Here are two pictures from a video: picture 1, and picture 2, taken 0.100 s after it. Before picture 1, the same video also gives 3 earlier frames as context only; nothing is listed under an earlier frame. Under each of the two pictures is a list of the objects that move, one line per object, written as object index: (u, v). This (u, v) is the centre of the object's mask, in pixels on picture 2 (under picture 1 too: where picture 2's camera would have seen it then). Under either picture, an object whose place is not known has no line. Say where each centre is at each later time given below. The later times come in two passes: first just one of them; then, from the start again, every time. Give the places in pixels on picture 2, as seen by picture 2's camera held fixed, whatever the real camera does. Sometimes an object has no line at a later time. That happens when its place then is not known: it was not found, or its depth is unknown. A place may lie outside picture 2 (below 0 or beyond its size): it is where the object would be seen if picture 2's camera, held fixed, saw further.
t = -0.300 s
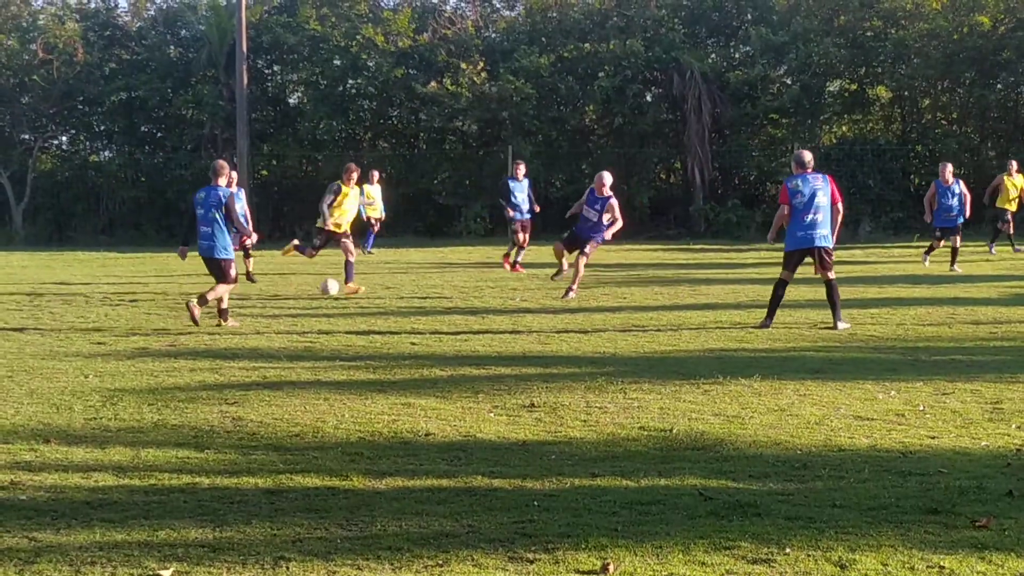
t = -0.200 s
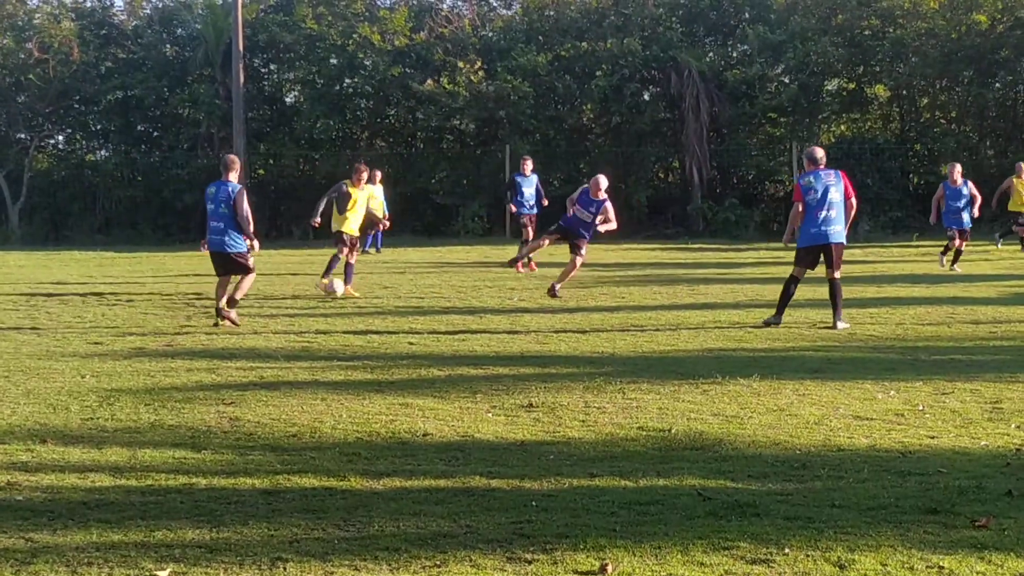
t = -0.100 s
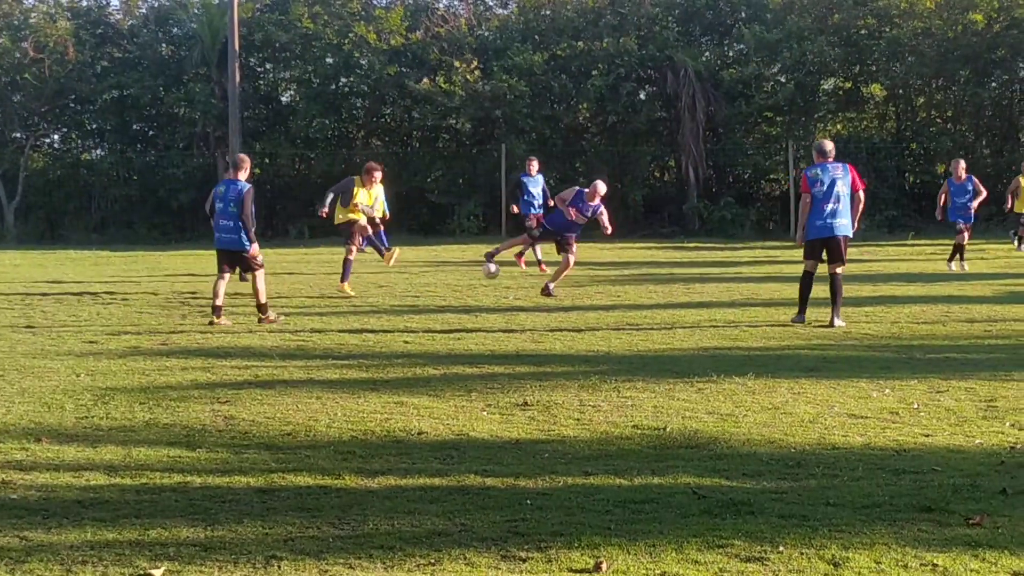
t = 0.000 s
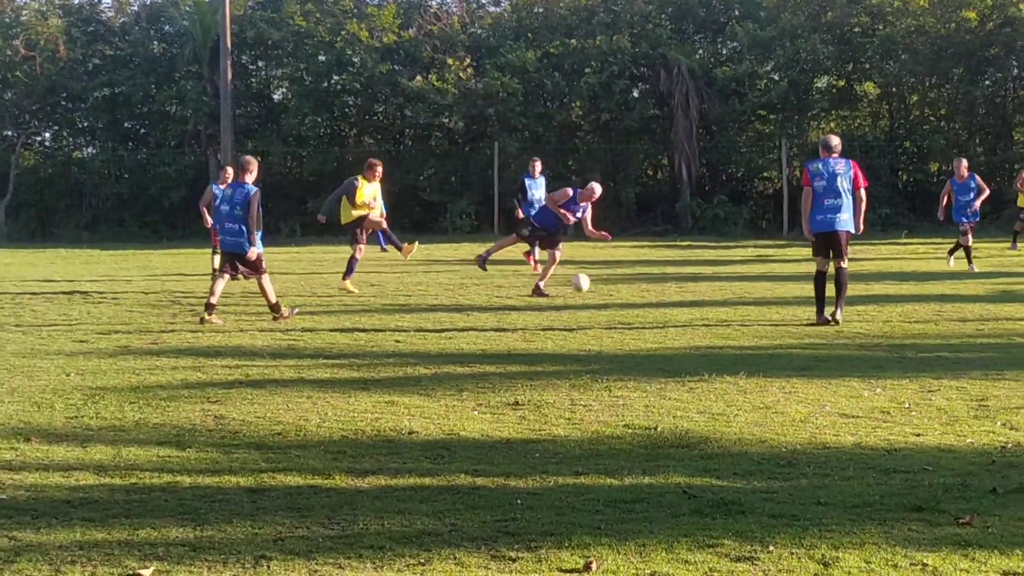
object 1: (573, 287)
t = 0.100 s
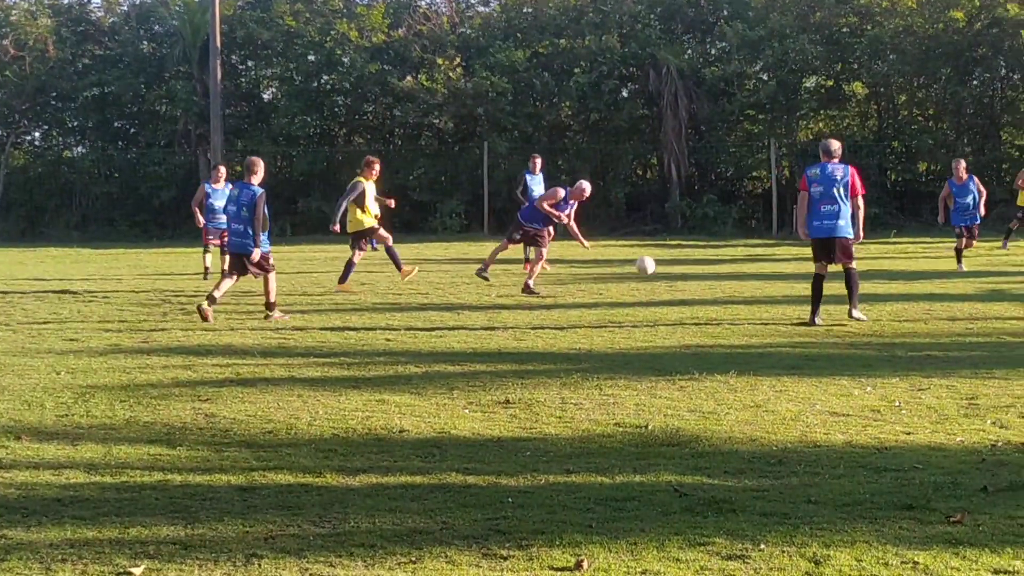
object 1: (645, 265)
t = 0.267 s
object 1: (762, 253)
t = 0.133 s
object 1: (669, 262)
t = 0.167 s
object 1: (692, 258)
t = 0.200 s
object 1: (715, 256)
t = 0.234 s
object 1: (738, 254)
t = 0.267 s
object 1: (762, 253)
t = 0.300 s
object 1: (787, 254)
